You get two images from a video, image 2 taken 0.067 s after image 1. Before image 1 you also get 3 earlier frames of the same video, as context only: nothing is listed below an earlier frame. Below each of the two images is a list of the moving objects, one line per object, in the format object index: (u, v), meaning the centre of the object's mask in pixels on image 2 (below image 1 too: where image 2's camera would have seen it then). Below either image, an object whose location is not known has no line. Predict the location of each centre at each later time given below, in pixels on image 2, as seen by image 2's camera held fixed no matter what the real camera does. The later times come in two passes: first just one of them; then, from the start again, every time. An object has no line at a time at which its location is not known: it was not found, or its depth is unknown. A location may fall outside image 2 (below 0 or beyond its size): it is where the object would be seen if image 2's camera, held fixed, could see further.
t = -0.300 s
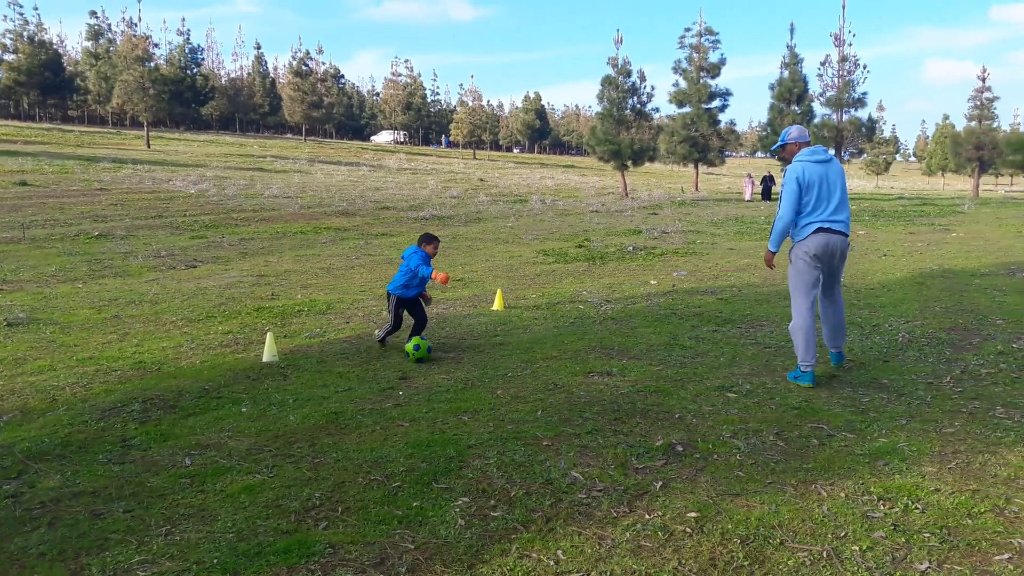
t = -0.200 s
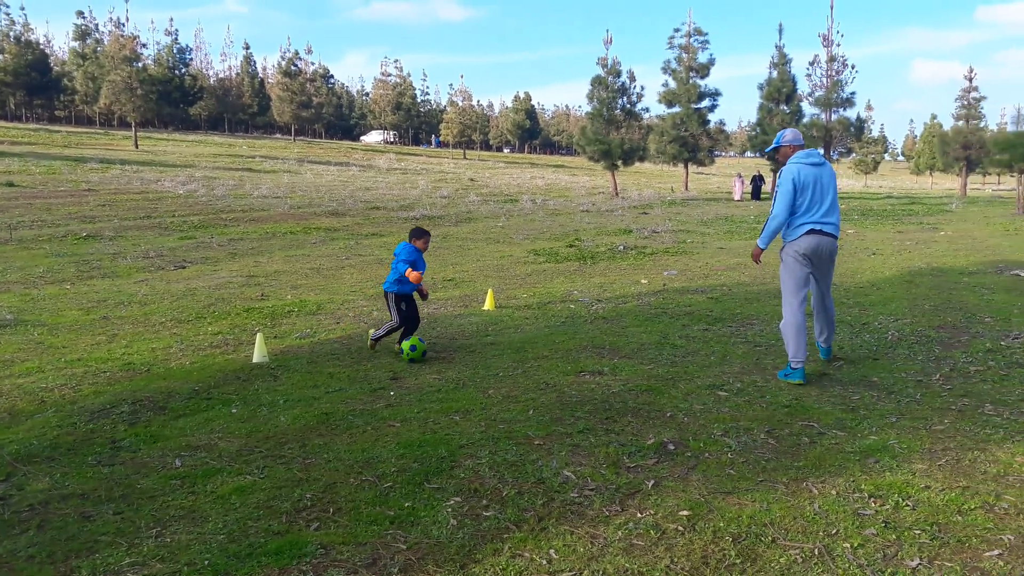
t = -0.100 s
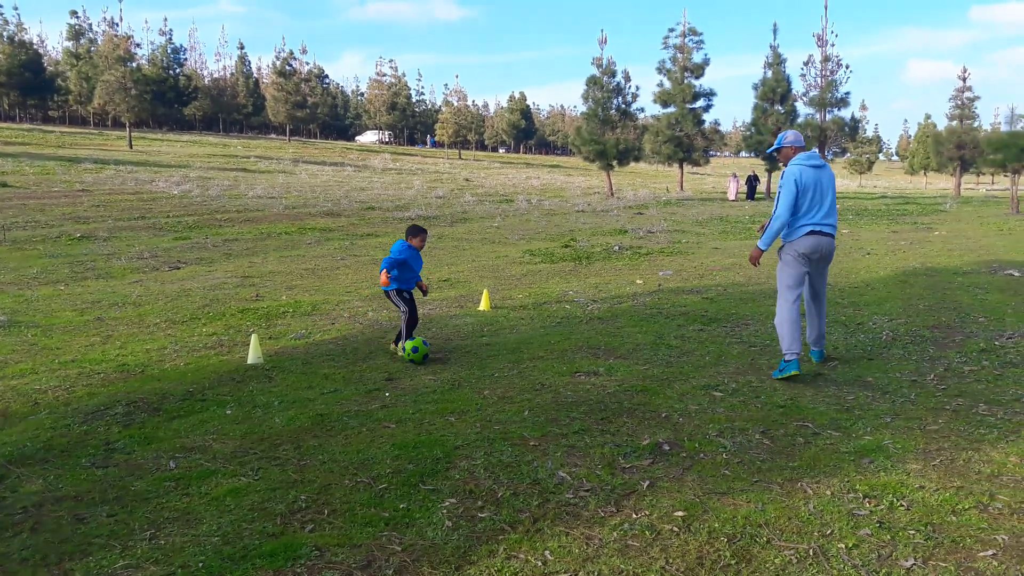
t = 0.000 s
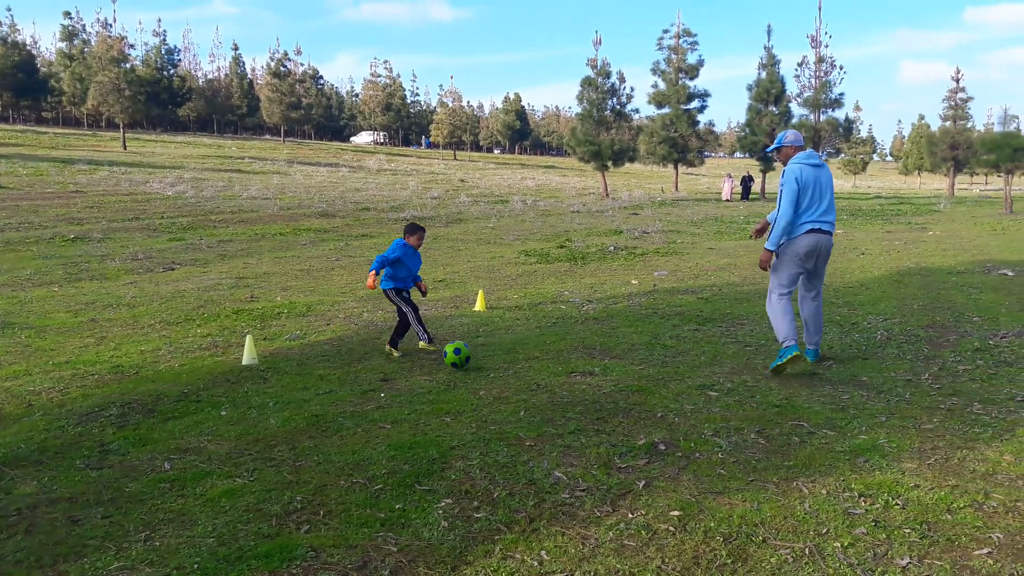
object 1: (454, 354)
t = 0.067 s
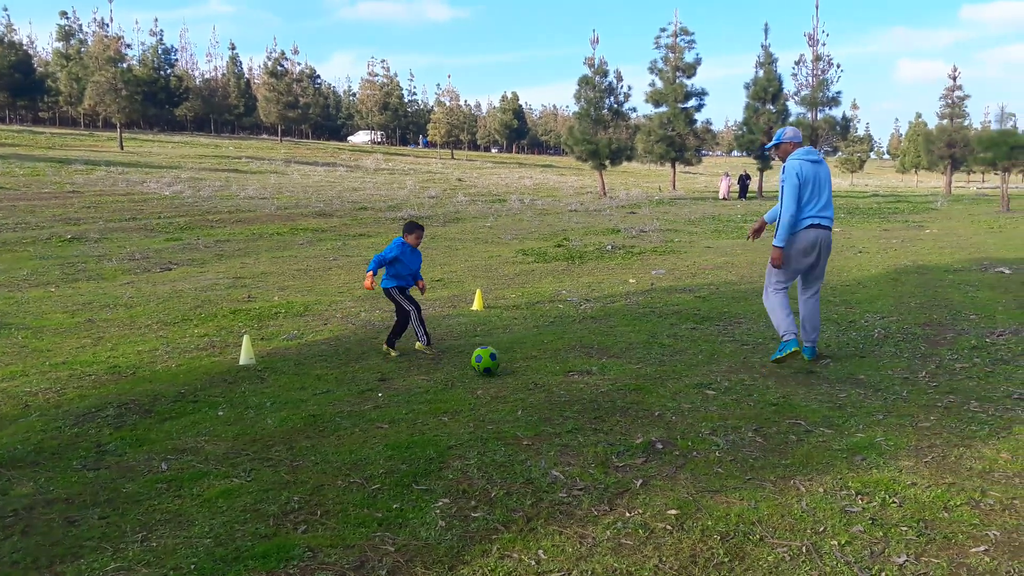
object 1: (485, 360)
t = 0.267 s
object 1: (563, 366)
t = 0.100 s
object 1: (499, 361)
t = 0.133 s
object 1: (514, 363)
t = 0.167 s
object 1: (527, 365)
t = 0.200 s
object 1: (540, 365)
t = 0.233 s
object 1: (552, 366)
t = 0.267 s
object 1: (563, 366)
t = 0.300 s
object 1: (574, 368)
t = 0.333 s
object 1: (586, 368)
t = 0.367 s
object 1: (598, 367)
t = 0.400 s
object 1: (610, 367)
